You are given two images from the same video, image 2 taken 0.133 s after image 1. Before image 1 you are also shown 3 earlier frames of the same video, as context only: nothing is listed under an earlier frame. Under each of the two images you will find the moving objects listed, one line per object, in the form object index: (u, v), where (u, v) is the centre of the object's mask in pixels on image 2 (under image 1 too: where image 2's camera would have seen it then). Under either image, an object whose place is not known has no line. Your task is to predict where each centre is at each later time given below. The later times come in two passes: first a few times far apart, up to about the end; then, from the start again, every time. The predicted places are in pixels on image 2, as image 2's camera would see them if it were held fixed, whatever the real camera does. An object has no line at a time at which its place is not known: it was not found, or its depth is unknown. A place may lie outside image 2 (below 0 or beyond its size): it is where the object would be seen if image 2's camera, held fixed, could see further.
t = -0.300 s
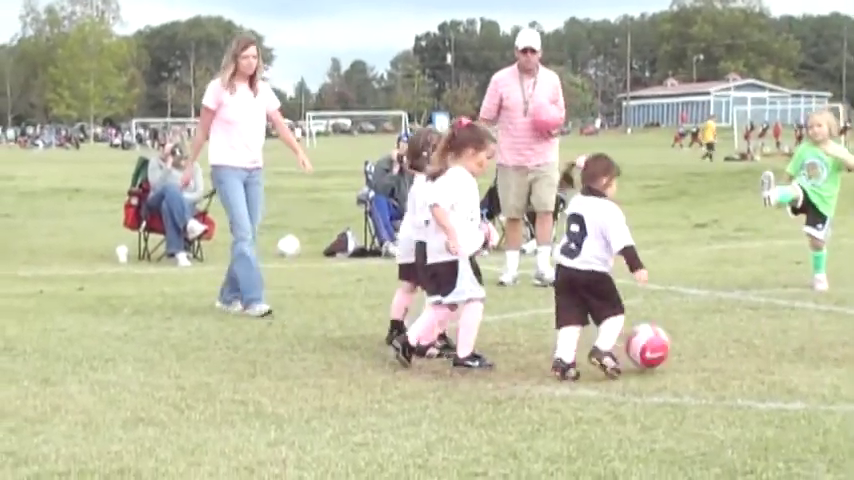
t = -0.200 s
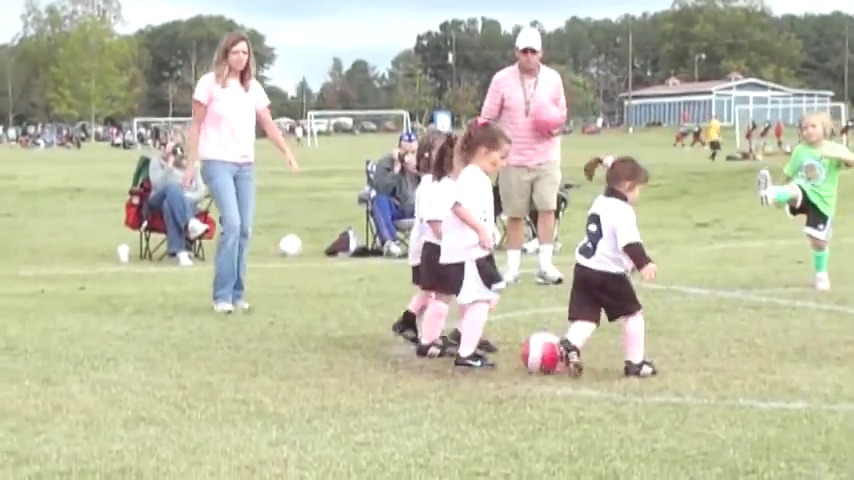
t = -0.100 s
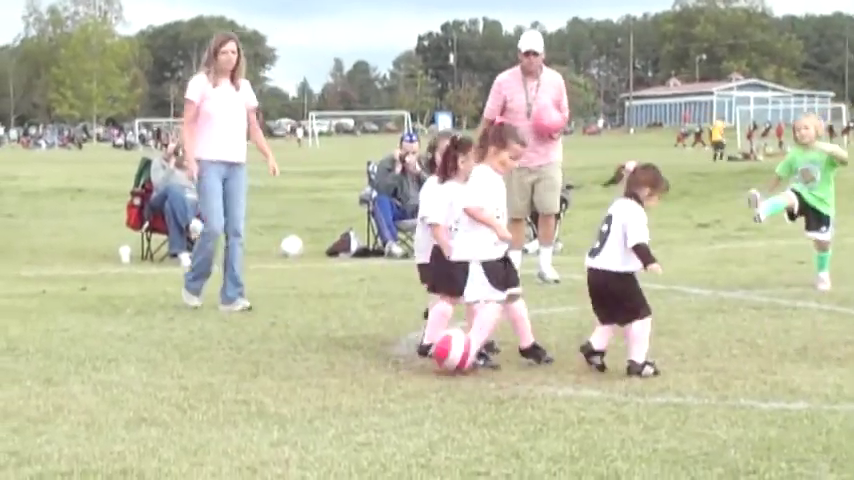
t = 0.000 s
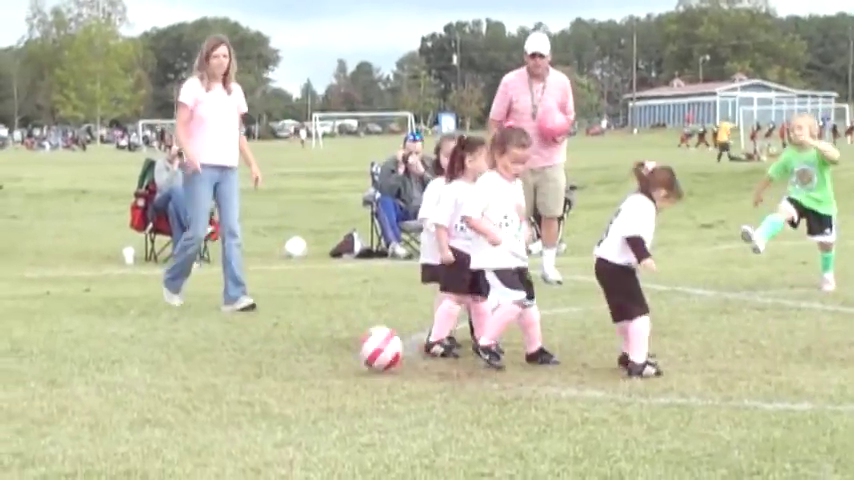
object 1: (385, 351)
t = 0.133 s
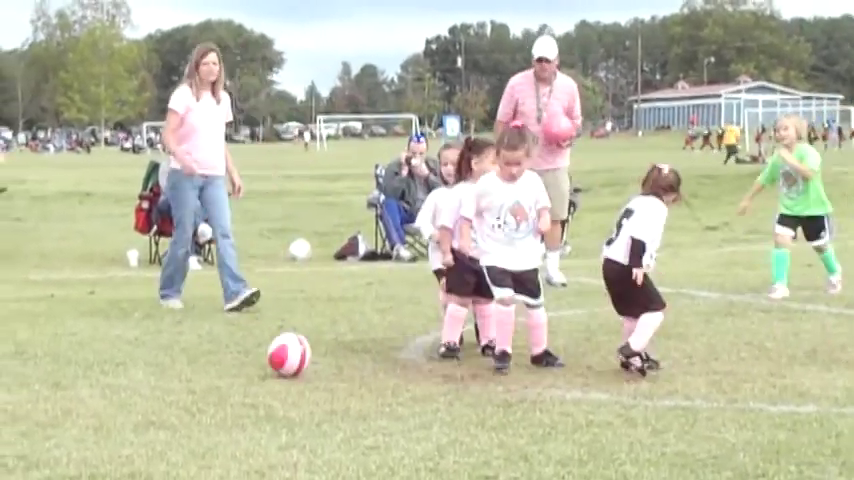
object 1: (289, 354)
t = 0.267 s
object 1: (198, 352)
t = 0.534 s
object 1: (22, 354)
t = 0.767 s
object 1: (-128, 355)
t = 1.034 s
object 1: (-293, 356)
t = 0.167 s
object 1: (266, 354)
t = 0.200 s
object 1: (243, 356)
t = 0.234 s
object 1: (221, 354)
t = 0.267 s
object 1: (198, 352)
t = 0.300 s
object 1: (175, 353)
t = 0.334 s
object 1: (154, 355)
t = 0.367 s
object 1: (132, 354)
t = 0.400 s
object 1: (110, 354)
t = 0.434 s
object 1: (88, 356)
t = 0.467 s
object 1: (67, 355)
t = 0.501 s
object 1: (44, 355)
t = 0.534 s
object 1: (22, 354)
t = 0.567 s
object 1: (1, 354)
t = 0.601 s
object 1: (-21, 355)
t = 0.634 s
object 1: (-42, 355)
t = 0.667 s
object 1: (-64, 355)
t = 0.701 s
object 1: (-84, 356)
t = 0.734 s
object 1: (-106, 355)
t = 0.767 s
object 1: (-128, 355)
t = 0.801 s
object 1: (-150, 355)
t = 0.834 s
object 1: (-169, 354)
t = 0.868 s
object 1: (-191, 354)
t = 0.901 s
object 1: (-211, 354)
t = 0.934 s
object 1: (-232, 353)
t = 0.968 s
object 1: (-251, 354)
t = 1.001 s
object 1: (-271, 354)
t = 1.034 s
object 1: (-293, 356)
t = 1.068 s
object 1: (-314, 356)
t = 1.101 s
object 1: (-334, 356)
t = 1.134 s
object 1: (-354, 357)
